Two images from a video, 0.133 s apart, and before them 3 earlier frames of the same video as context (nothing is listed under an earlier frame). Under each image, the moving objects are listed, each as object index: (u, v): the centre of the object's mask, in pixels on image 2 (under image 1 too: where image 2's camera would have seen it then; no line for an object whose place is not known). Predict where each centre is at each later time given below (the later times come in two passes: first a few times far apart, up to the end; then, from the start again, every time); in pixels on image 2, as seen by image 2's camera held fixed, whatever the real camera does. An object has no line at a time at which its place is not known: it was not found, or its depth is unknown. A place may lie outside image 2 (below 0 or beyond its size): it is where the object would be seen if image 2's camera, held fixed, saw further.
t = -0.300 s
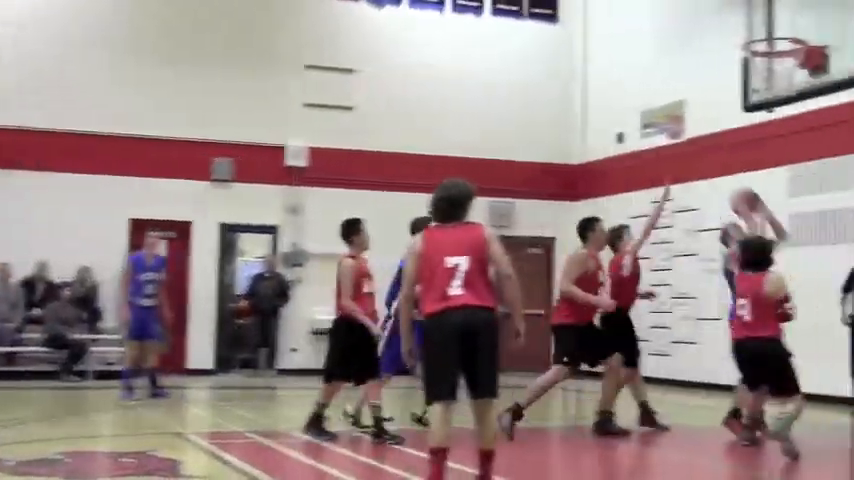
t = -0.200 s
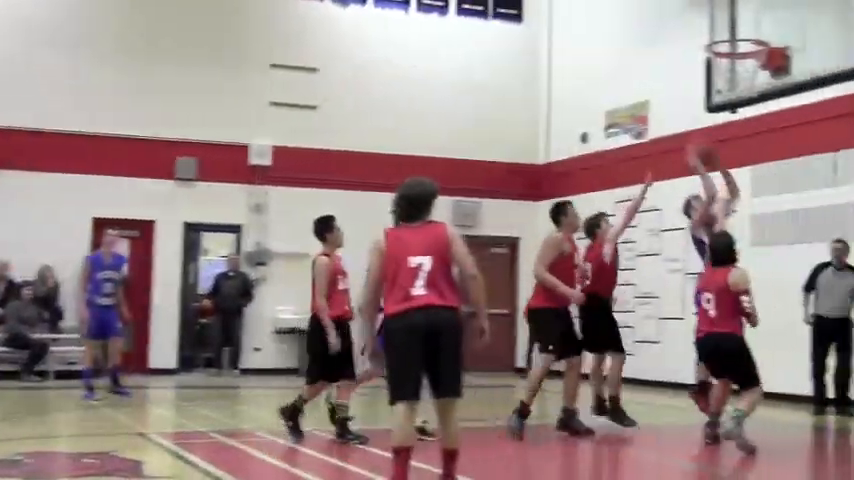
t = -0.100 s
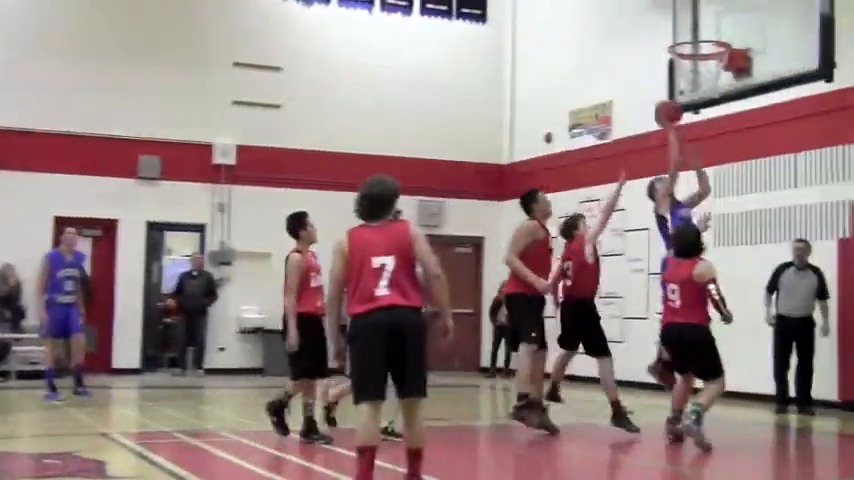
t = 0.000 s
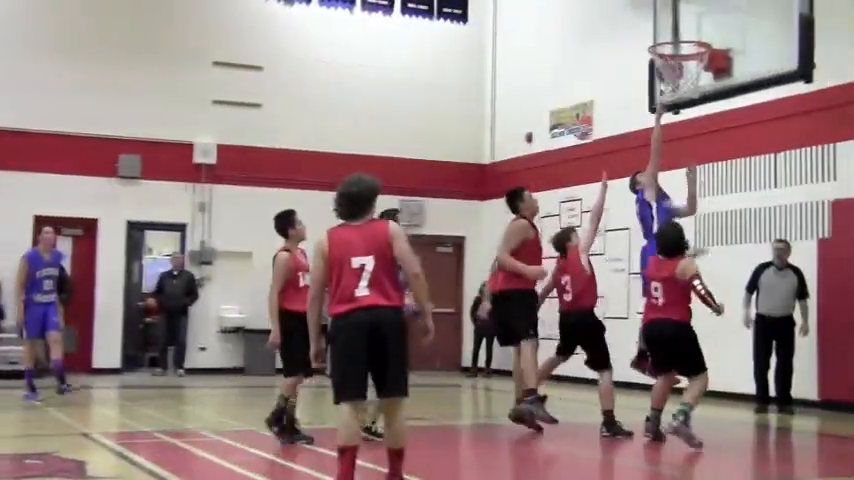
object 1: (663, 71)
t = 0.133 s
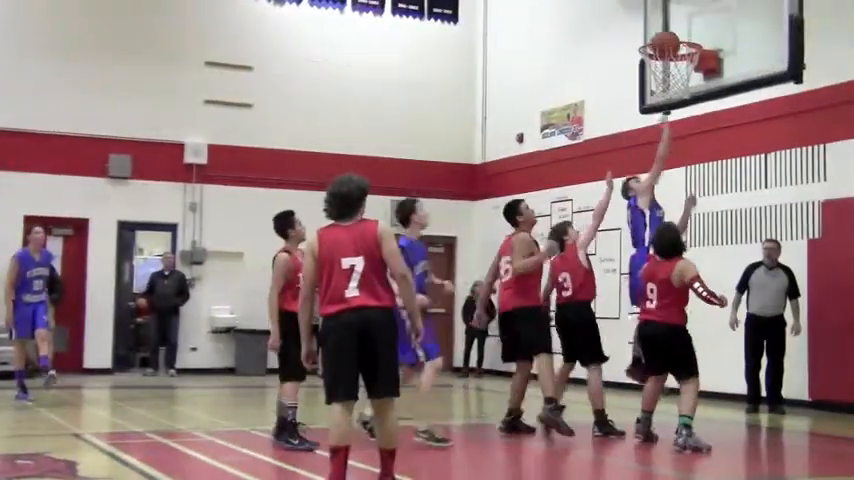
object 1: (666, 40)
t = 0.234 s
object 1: (661, 35)
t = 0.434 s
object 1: (660, 34)
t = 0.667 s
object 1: (670, 57)
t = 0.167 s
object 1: (663, 38)
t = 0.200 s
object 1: (662, 36)
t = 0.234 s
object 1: (661, 35)
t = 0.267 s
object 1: (661, 35)
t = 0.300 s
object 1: (660, 35)
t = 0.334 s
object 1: (660, 35)
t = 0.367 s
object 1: (660, 35)
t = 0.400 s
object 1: (660, 35)
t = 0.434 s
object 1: (660, 34)
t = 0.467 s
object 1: (661, 35)
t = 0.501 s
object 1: (662, 36)
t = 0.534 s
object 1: (663, 36)
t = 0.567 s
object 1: (666, 38)
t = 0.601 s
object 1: (667, 40)
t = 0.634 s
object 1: (669, 52)
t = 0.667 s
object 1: (670, 57)
